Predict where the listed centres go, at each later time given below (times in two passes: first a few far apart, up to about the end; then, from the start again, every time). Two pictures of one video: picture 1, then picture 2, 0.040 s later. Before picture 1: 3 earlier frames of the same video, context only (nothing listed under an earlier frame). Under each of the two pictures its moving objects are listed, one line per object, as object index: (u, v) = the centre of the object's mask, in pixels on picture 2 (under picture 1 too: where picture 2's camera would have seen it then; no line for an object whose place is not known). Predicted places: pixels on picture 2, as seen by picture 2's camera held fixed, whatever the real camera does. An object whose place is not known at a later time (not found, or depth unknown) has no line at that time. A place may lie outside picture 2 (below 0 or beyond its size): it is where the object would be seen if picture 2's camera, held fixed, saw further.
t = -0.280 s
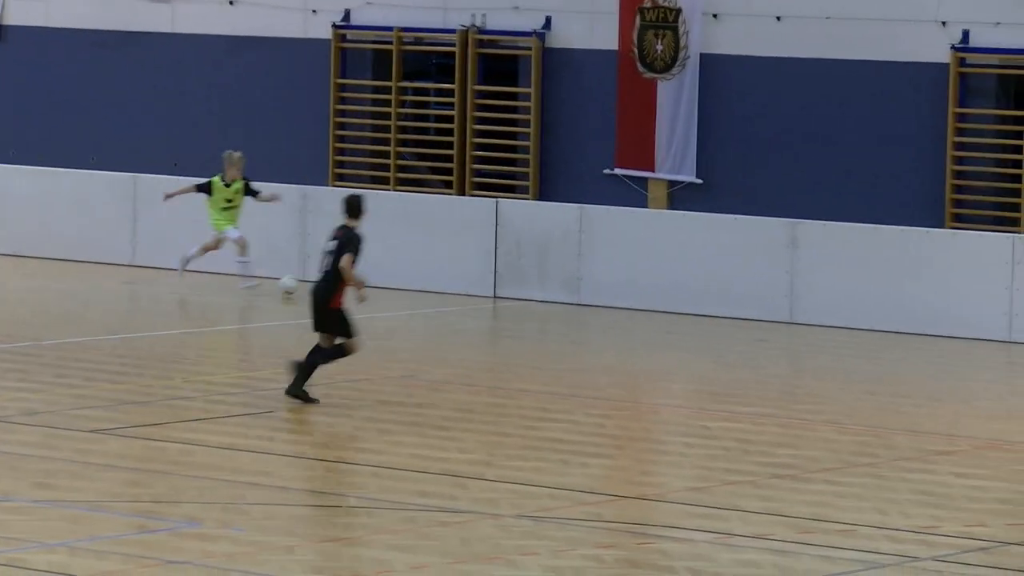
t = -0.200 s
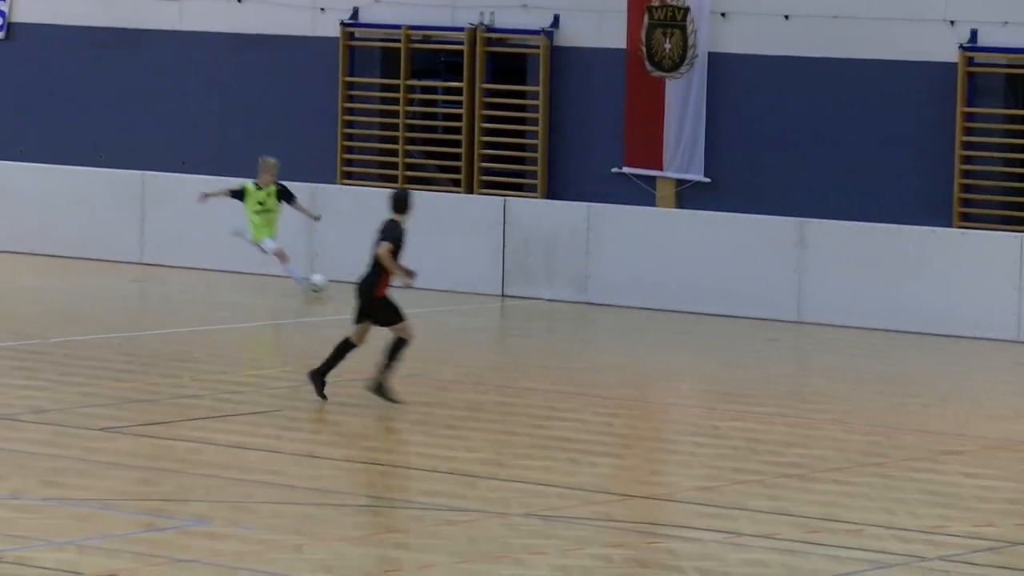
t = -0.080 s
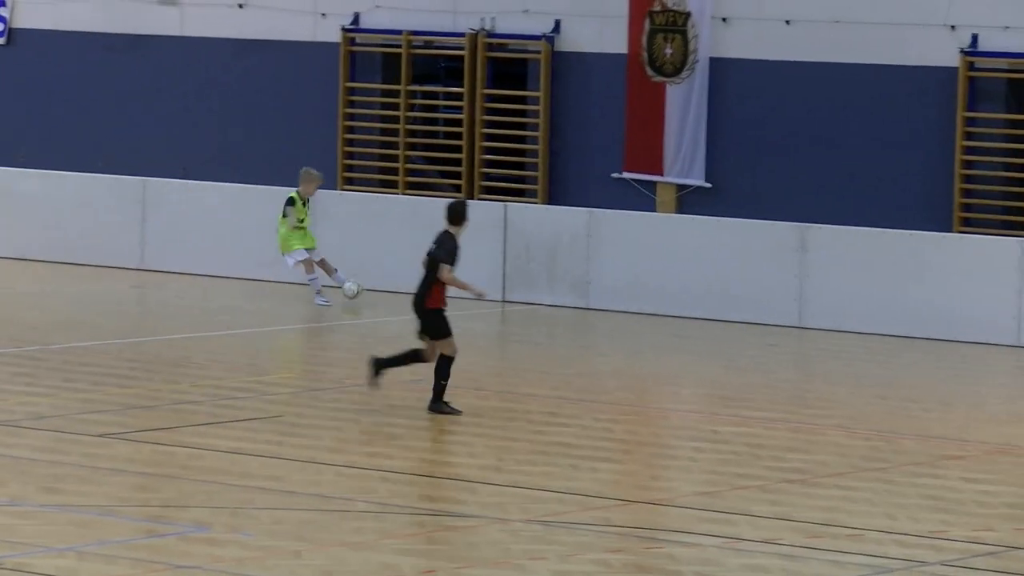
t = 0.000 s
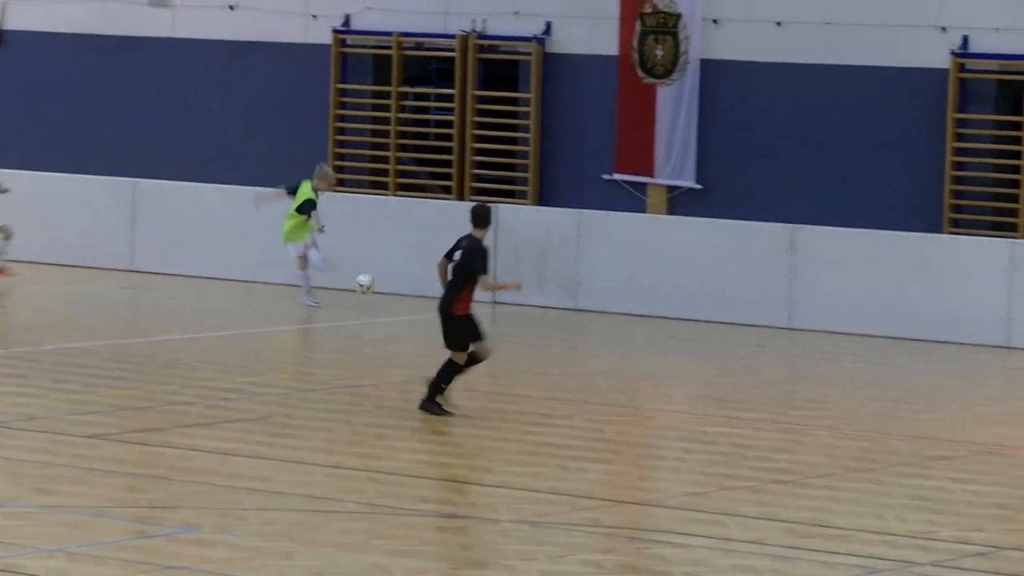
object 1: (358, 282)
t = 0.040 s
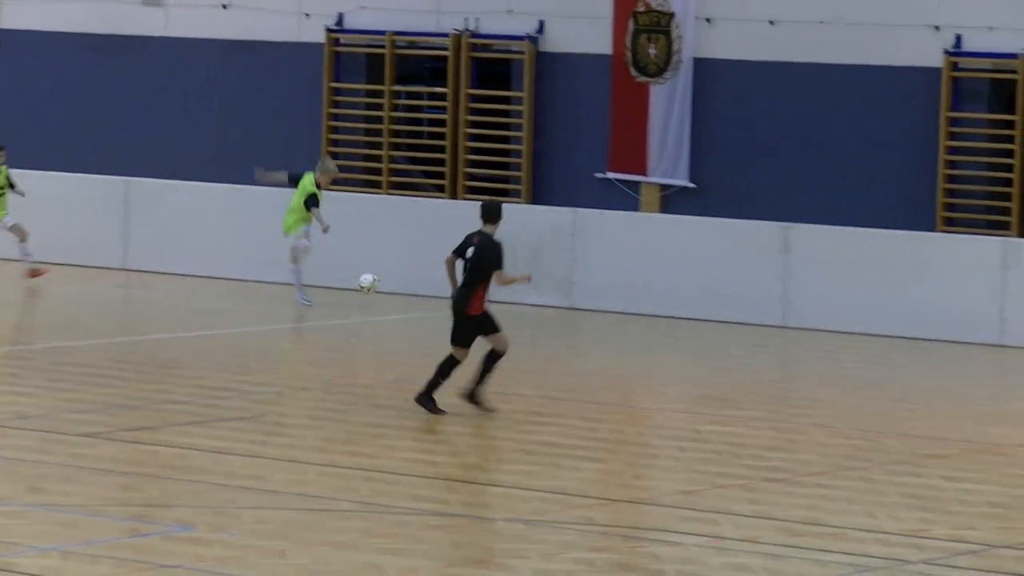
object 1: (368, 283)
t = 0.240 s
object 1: (430, 321)
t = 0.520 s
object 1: (513, 418)
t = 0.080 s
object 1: (381, 285)
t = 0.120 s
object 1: (392, 290)
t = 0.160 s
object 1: (405, 295)
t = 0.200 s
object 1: (417, 307)
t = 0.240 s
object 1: (430, 321)
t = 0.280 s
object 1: (442, 336)
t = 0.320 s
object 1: (452, 354)
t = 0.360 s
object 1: (465, 377)
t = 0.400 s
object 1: (481, 406)
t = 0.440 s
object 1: (491, 415)
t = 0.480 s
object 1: (502, 416)
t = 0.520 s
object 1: (513, 418)
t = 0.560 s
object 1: (524, 427)
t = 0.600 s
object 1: (535, 435)
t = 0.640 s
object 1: (546, 451)
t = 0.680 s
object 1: (557, 468)
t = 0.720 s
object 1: (569, 491)
